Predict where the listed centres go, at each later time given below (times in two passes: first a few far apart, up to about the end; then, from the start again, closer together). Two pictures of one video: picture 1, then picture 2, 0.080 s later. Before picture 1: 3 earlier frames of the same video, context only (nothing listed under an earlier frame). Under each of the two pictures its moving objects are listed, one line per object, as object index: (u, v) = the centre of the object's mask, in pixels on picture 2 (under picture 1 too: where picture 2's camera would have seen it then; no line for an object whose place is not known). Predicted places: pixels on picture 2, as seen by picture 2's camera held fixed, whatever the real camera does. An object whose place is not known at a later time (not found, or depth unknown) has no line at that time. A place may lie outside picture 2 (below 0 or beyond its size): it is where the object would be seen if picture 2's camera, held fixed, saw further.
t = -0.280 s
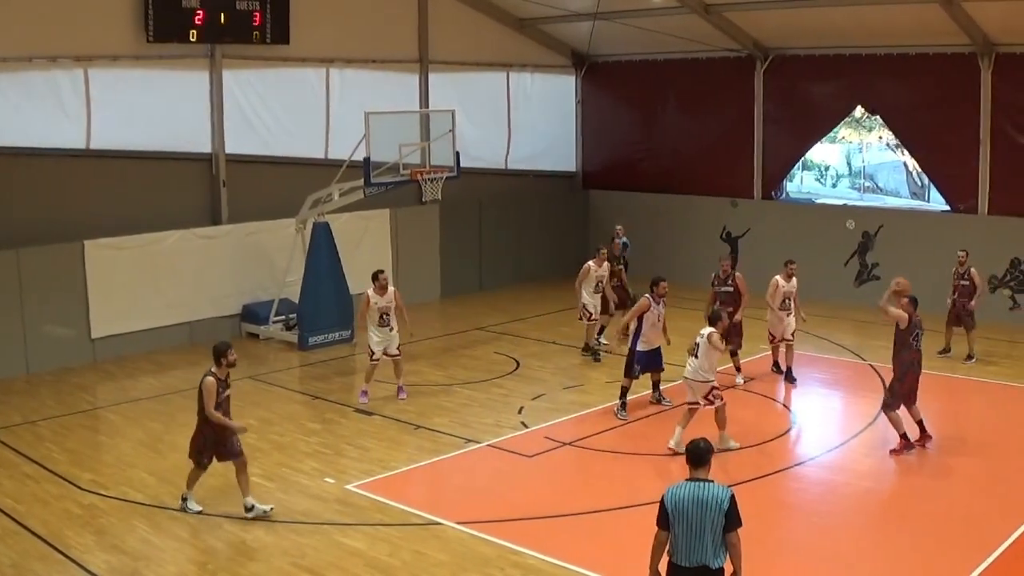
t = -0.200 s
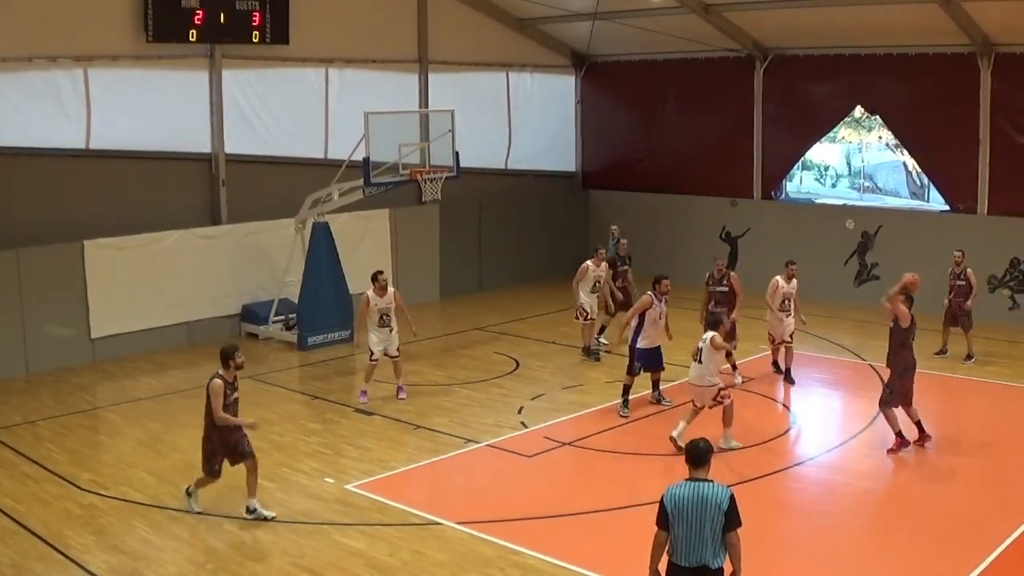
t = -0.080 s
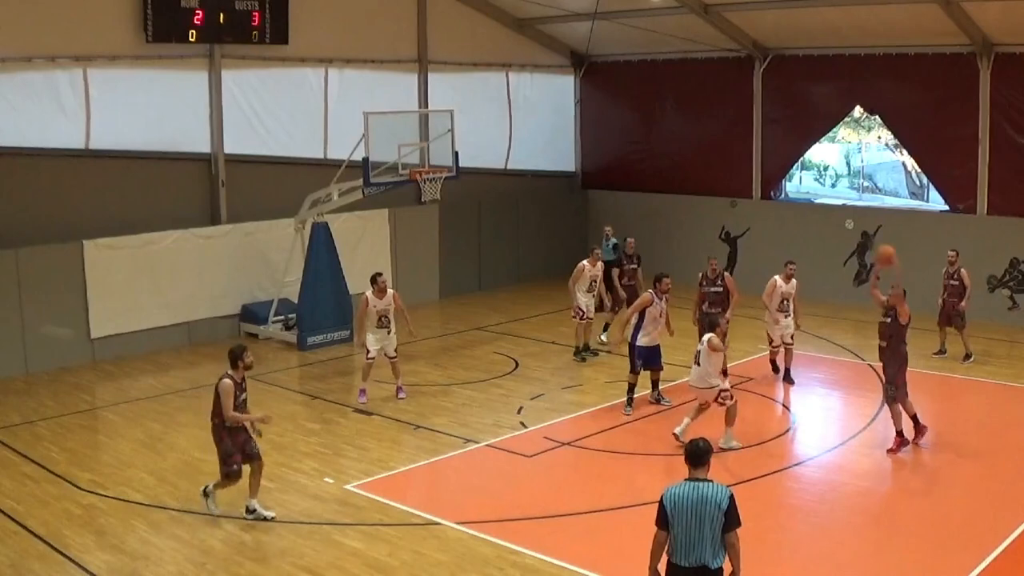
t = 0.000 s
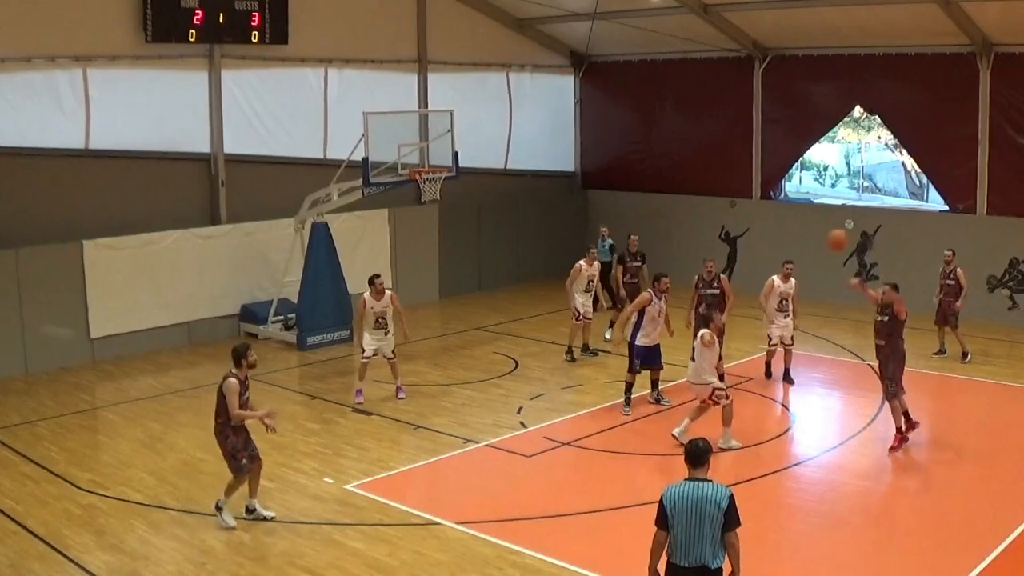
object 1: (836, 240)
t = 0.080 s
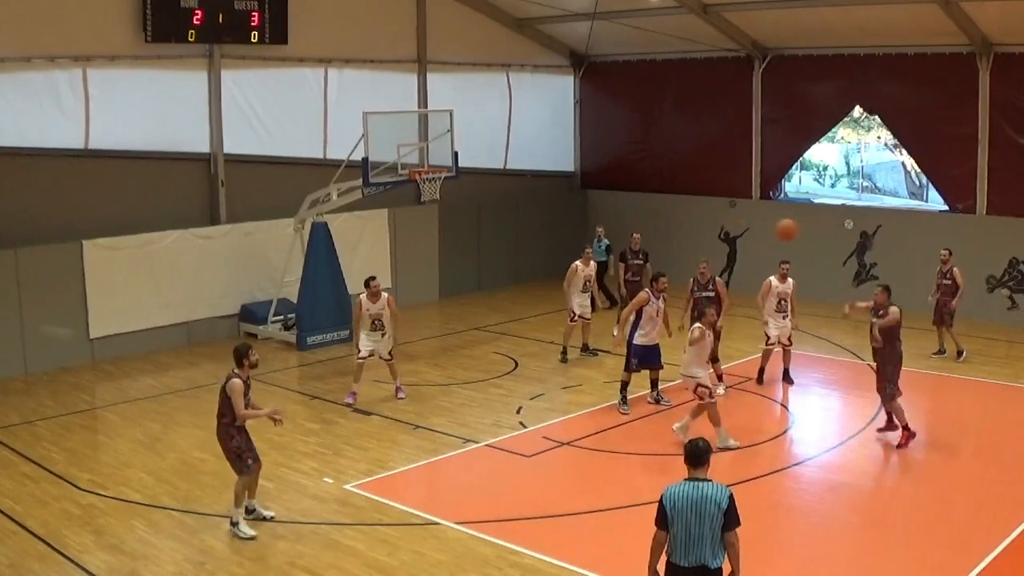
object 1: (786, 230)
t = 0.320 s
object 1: (611, 236)
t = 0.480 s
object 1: (479, 276)
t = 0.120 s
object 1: (759, 227)
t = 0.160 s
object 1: (731, 225)
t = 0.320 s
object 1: (611, 236)
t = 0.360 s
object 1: (579, 243)
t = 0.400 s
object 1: (547, 252)
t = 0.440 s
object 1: (513, 264)
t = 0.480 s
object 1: (479, 276)
